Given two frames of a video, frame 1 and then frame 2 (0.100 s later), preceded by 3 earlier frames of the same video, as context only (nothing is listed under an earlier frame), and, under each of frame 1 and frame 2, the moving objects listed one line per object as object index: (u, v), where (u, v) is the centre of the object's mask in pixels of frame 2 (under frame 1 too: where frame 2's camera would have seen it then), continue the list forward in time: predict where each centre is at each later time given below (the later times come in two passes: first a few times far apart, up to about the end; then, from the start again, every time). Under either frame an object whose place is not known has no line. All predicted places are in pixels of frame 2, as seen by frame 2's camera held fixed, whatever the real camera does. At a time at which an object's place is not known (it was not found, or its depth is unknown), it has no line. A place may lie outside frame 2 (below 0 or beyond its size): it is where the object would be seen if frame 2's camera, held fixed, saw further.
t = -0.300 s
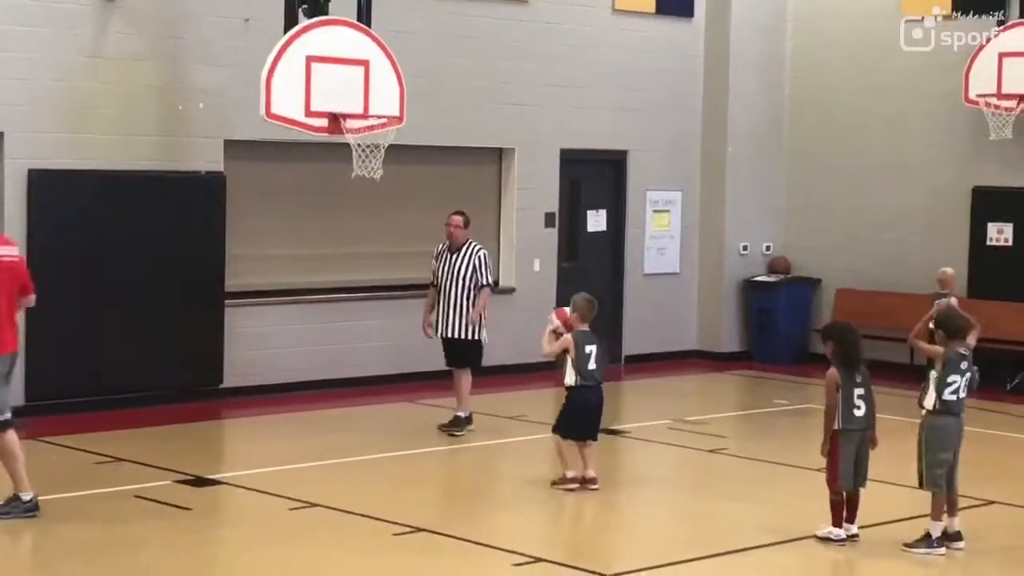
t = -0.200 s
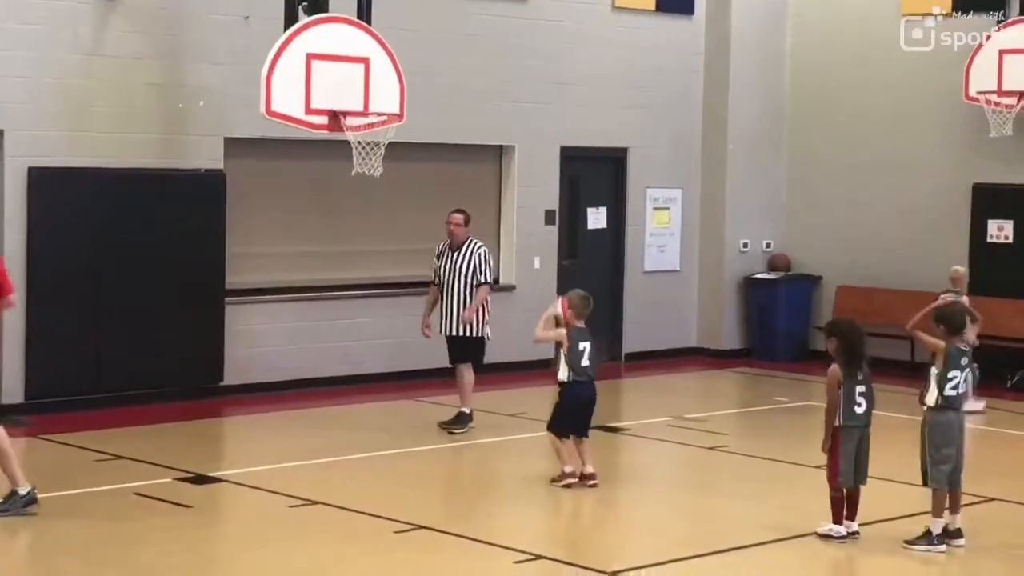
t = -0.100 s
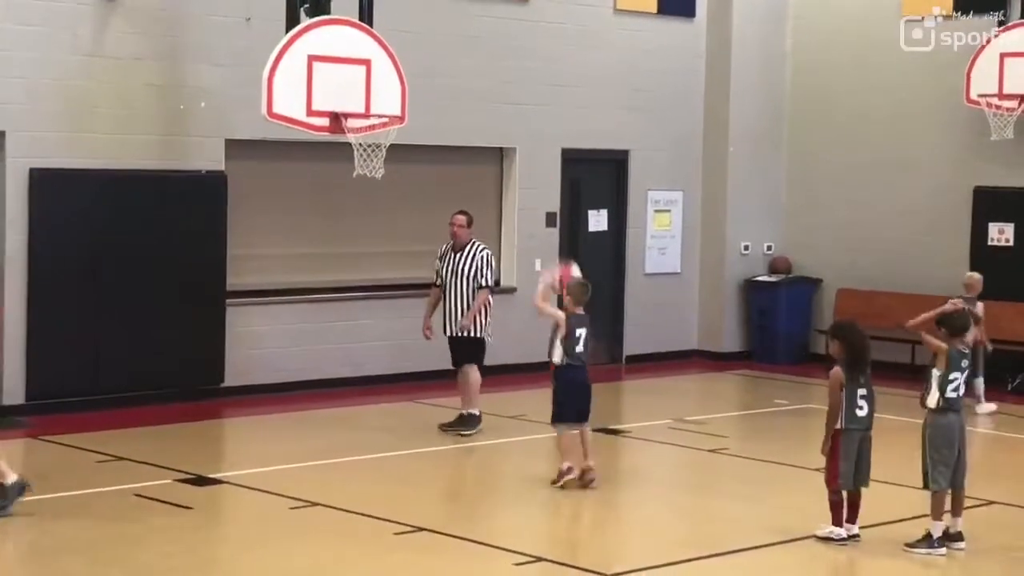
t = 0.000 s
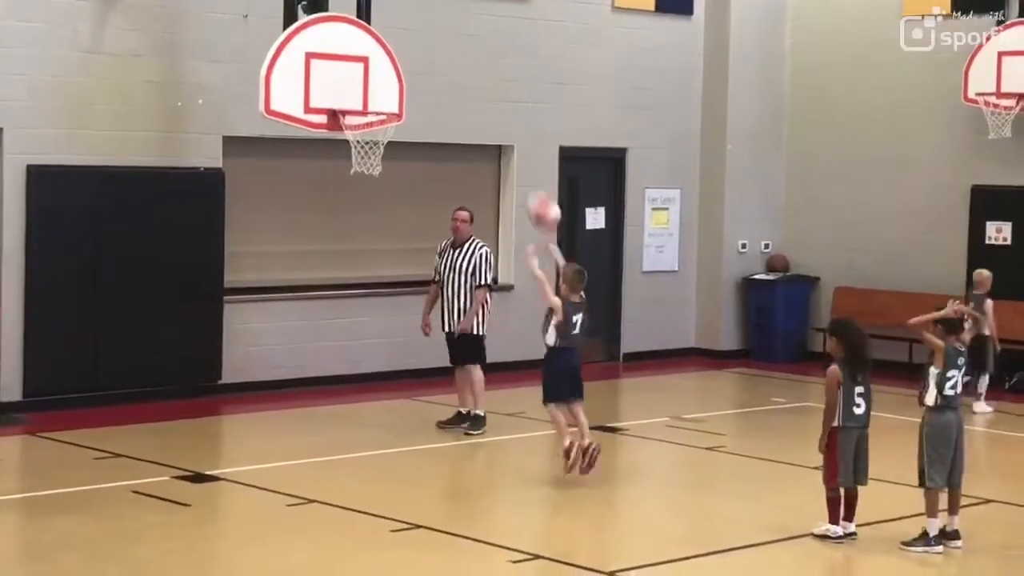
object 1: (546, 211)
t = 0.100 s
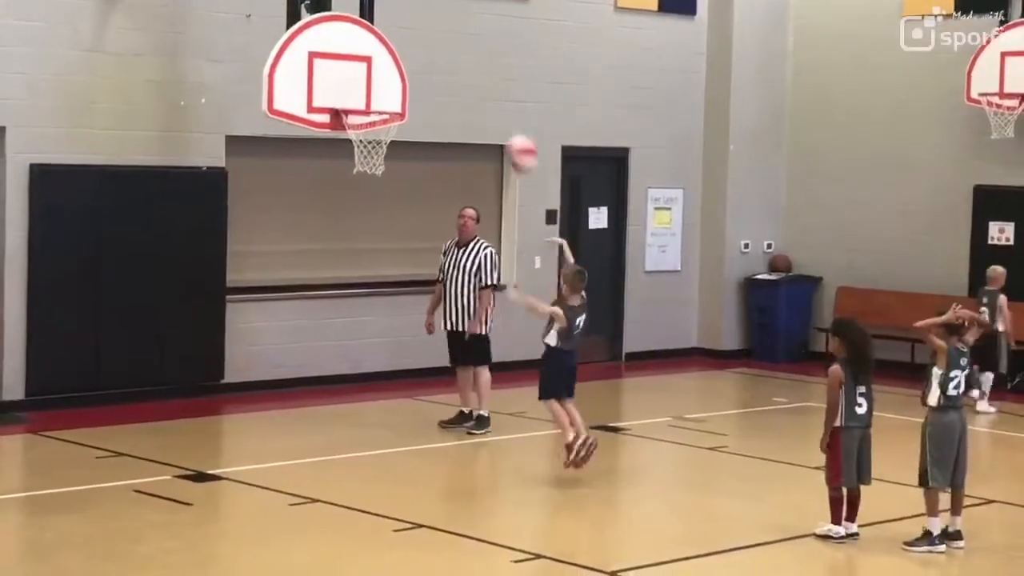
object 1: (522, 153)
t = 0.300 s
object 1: (471, 87)
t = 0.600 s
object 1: (402, 92)
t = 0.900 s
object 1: (360, 152)
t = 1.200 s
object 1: (345, 308)
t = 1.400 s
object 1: (341, 393)
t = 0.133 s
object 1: (513, 138)
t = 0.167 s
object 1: (504, 125)
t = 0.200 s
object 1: (496, 113)
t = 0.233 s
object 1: (487, 103)
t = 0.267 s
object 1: (479, 94)
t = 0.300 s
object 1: (471, 87)
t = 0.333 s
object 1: (463, 81)
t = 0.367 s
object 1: (456, 77)
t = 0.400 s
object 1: (447, 75)
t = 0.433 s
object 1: (440, 74)
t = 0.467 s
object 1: (432, 74)
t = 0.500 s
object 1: (424, 76)
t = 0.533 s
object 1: (417, 80)
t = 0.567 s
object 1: (410, 85)
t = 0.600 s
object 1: (402, 92)
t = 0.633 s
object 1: (395, 100)
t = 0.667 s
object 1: (387, 103)
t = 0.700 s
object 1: (382, 109)
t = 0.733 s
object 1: (374, 116)
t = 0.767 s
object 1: (371, 124)
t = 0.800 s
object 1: (369, 127)
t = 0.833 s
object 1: (363, 138)
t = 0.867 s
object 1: (356, 145)
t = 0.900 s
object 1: (360, 152)
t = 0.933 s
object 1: (358, 165)
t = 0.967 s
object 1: (357, 182)
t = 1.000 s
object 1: (357, 193)
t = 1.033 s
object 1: (355, 208)
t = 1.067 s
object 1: (355, 225)
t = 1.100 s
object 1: (351, 244)
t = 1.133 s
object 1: (350, 264)
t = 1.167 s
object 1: (349, 285)
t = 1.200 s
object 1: (345, 308)
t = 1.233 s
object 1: (344, 328)
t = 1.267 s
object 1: (341, 353)
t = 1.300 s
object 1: (341, 380)
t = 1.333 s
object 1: (337, 410)
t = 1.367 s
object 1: (338, 416)
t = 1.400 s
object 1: (341, 393)
